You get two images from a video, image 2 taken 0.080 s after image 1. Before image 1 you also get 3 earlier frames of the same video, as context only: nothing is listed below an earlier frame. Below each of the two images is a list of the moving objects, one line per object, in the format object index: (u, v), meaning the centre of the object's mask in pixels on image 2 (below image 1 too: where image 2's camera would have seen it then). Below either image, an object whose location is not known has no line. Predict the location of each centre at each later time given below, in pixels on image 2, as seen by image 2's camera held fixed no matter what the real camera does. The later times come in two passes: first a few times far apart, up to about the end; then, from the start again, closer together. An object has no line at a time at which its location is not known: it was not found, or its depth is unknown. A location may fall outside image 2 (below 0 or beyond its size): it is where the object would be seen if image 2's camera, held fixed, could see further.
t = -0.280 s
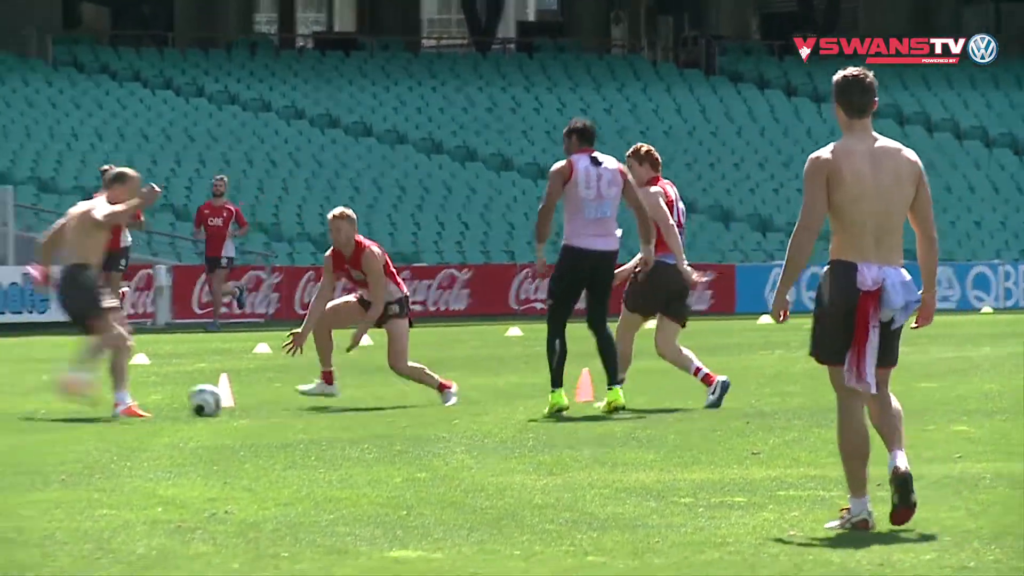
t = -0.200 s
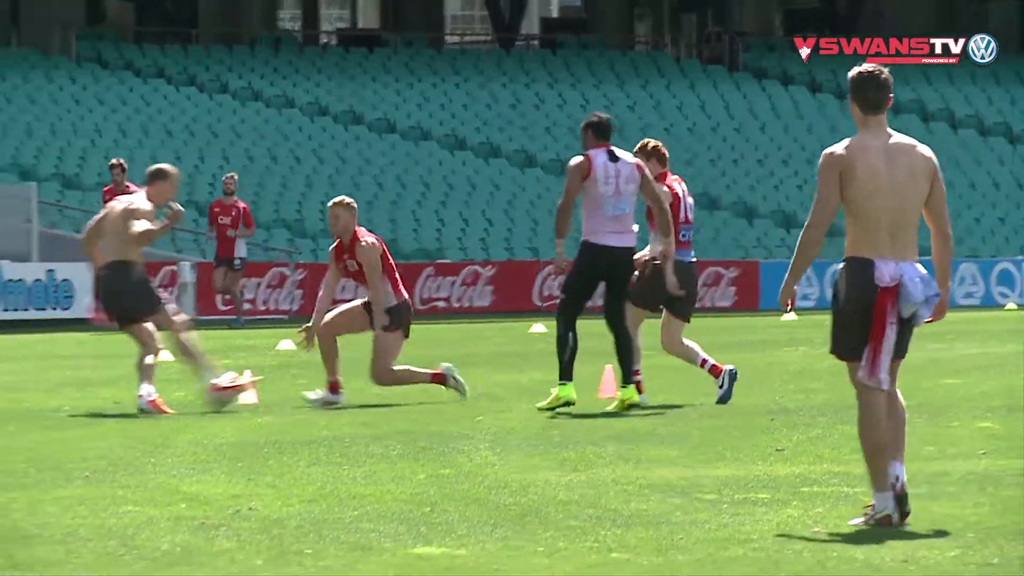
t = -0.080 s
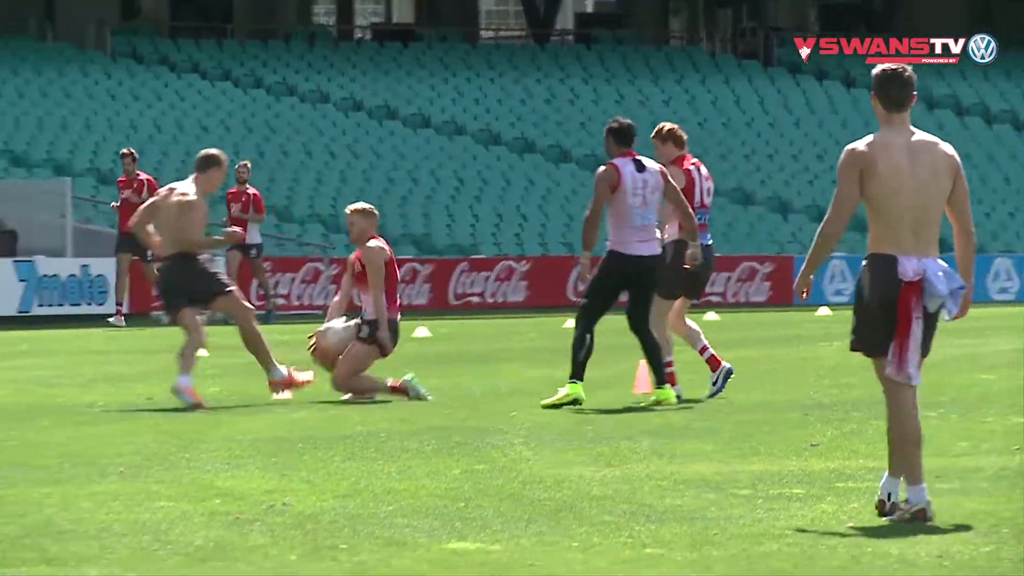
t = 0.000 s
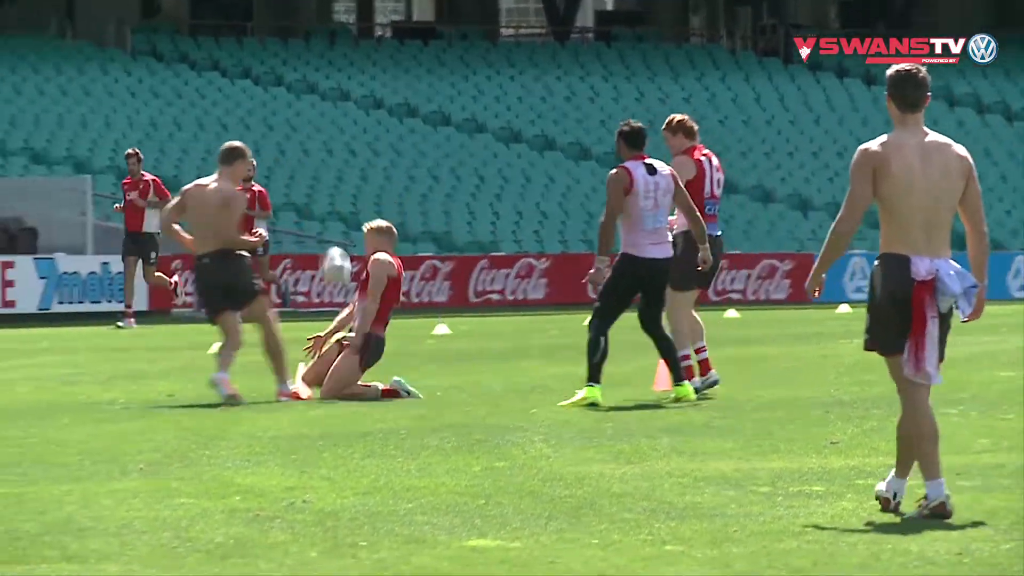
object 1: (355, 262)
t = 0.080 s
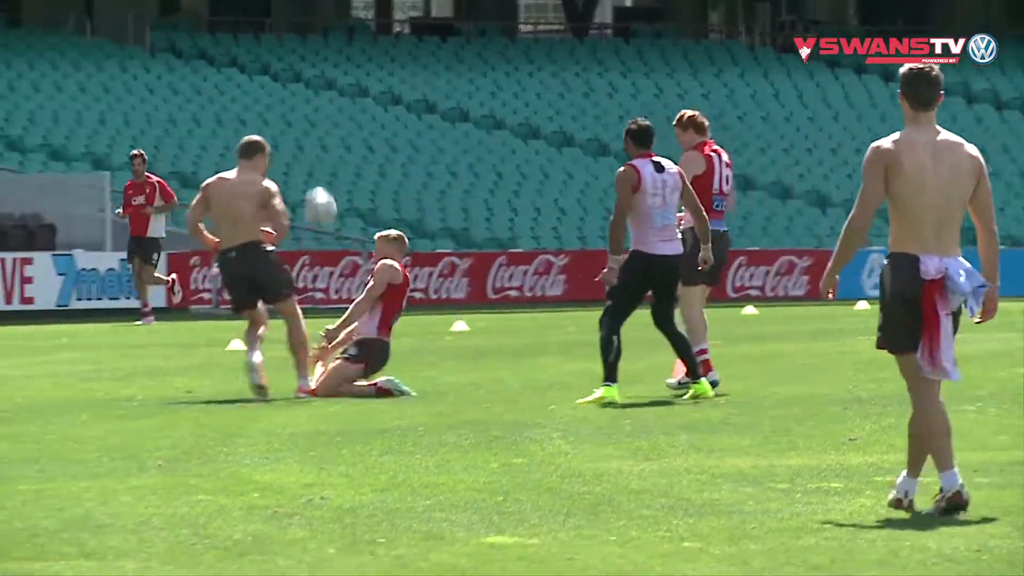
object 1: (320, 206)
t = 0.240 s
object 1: (252, 119)
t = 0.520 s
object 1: (129, 52)
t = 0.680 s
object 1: (57, 66)
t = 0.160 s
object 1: (287, 158)
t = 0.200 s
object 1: (269, 138)
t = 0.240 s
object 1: (252, 119)
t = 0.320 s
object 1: (217, 90)
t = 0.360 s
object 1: (200, 78)
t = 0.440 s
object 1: (164, 59)
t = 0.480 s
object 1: (146, 55)
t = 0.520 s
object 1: (129, 52)
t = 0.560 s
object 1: (111, 52)
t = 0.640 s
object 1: (75, 58)
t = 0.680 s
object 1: (57, 66)
